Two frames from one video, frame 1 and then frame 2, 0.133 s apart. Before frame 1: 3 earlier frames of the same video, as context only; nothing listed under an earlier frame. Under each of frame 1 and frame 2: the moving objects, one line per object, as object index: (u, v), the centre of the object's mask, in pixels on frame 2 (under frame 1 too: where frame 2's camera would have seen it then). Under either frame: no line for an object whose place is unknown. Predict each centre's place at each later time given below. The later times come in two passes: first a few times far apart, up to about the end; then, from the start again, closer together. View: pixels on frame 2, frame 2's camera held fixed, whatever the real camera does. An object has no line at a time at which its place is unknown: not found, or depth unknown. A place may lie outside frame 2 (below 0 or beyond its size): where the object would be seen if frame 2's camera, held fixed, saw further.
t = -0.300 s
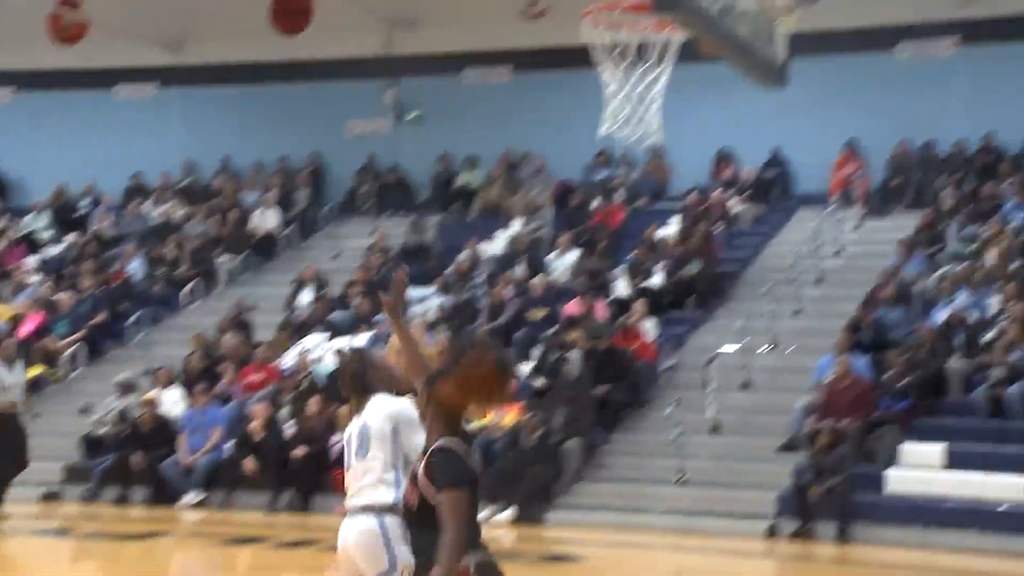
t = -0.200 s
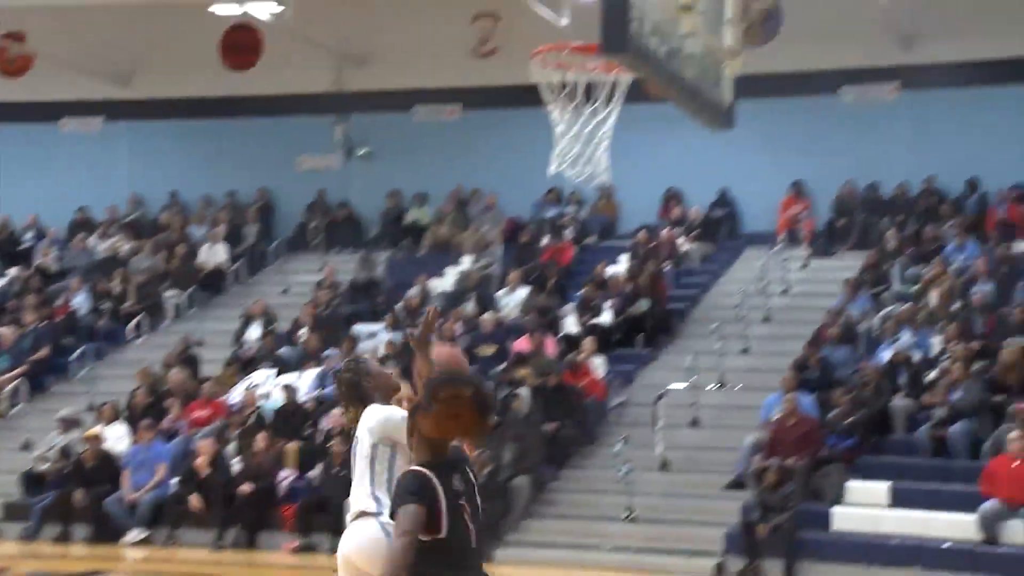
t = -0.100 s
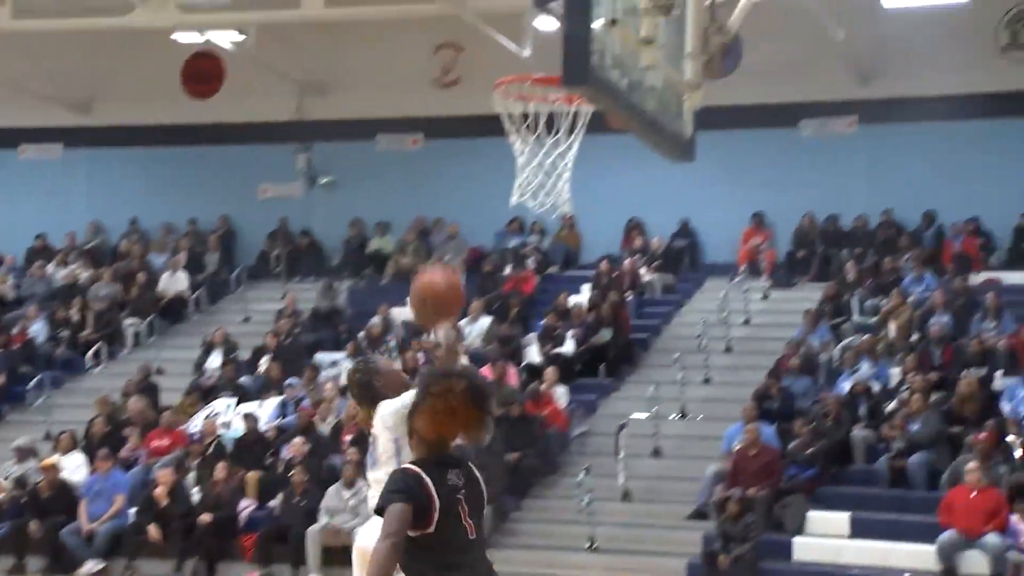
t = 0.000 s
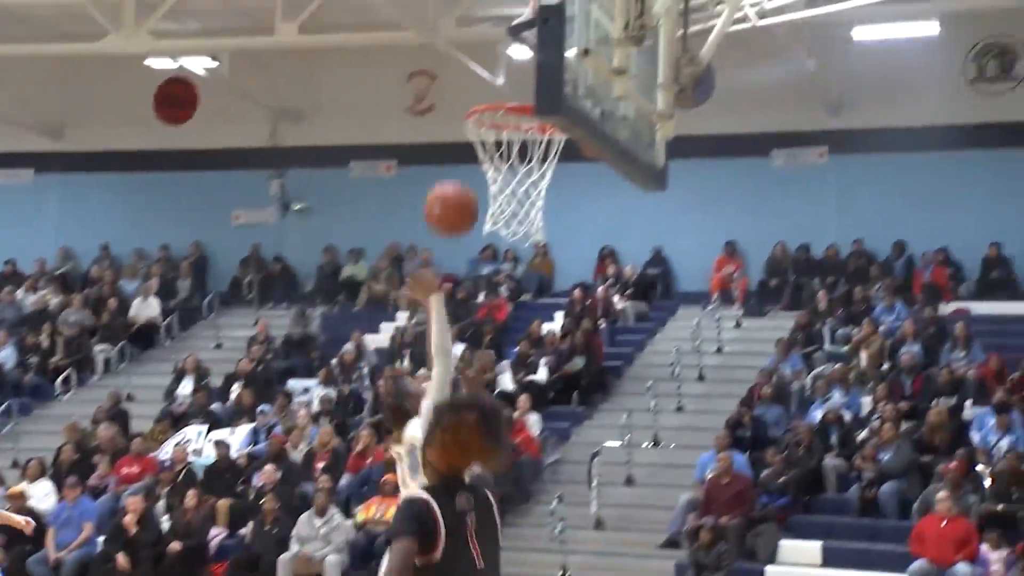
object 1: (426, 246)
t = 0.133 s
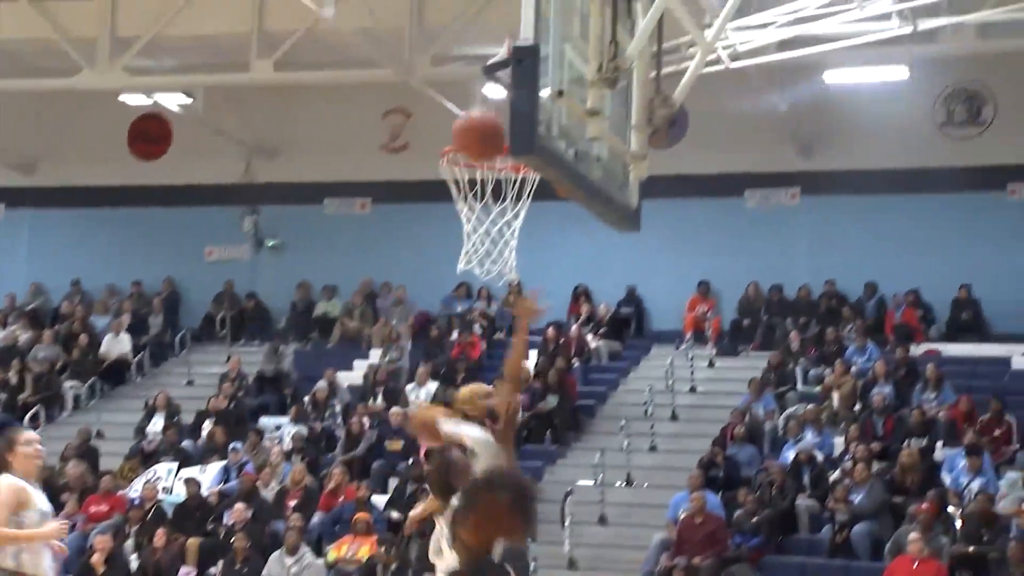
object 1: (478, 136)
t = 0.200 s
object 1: (494, 97)
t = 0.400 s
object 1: (507, 56)
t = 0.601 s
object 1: (491, 124)
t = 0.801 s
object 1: (479, 200)
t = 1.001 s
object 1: (488, 242)
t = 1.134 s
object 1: (495, 300)
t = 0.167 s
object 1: (488, 117)
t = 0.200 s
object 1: (494, 97)
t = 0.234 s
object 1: (501, 79)
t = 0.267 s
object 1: (505, 66)
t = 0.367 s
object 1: (509, 50)
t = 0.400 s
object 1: (507, 56)
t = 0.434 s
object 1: (505, 60)
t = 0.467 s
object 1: (501, 70)
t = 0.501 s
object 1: (499, 82)
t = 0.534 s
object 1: (496, 94)
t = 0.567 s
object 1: (494, 108)
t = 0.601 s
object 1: (491, 124)
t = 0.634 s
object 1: (488, 133)
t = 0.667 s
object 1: (486, 160)
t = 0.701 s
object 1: (484, 168)
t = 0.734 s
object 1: (483, 178)
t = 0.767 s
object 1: (480, 188)
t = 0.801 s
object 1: (479, 200)
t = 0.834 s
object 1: (478, 212)
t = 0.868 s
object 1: (479, 217)
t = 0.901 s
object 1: (482, 221)
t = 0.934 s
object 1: (484, 224)
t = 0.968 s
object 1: (486, 229)
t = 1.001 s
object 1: (488, 242)
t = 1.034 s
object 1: (490, 251)
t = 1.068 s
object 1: (492, 264)
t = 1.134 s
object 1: (495, 300)
